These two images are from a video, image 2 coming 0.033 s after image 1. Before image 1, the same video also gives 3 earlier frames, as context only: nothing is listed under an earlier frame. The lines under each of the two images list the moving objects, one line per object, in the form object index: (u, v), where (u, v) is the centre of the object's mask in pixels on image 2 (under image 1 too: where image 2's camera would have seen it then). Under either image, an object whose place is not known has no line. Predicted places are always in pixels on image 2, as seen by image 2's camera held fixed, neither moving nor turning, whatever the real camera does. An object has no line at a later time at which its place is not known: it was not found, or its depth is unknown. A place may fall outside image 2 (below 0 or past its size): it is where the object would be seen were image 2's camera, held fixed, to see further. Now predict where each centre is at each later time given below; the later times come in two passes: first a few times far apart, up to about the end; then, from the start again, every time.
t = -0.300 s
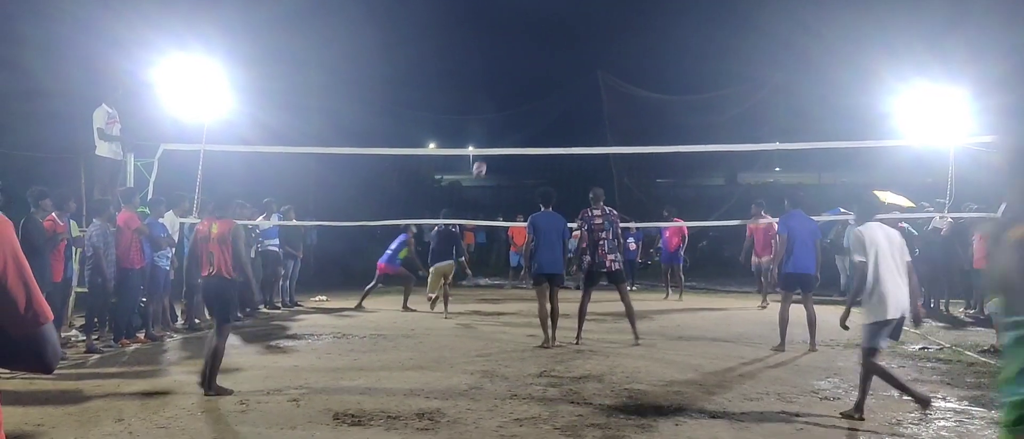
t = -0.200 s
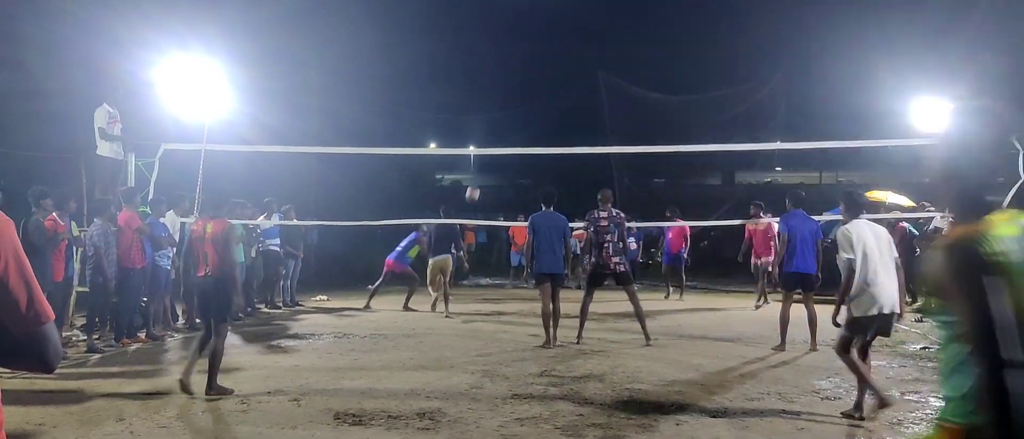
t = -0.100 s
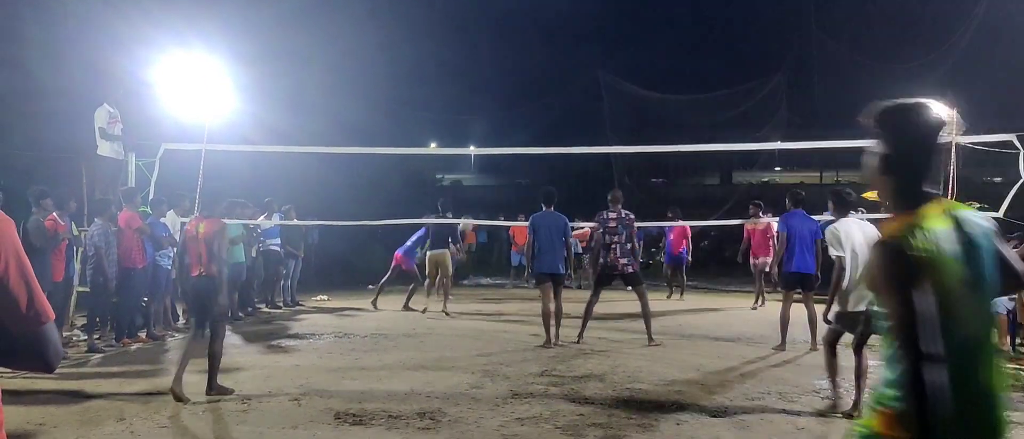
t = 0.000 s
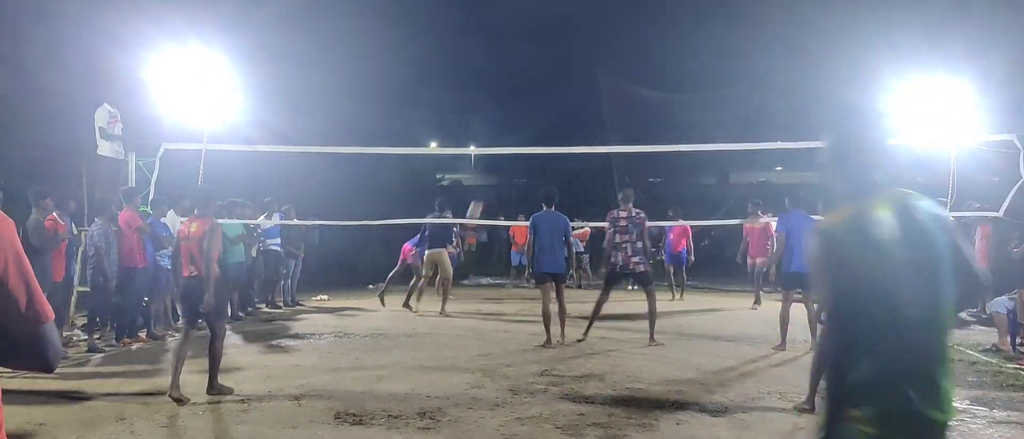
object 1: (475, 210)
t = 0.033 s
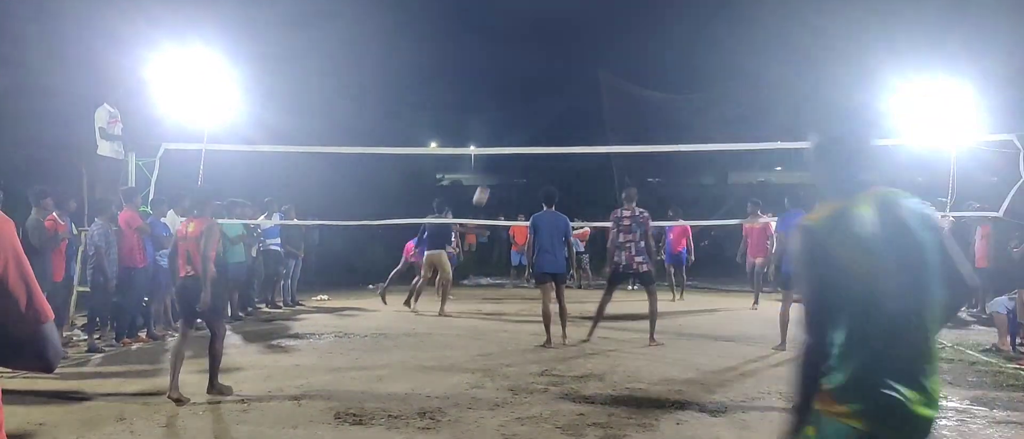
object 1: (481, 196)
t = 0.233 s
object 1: (518, 122)
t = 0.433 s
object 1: (556, 69)
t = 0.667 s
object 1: (601, 36)
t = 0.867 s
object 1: (642, 35)
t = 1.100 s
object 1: (692, 67)
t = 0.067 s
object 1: (487, 183)
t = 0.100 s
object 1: (493, 169)
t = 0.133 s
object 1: (499, 159)
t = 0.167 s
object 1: (507, 141)
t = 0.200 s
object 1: (512, 133)
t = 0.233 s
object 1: (518, 122)
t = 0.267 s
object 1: (524, 111)
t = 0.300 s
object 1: (531, 102)
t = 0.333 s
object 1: (537, 93)
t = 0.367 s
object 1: (543, 84)
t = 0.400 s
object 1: (550, 76)
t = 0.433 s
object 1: (556, 69)
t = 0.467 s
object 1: (563, 62)
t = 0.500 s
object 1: (569, 56)
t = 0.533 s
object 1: (575, 51)
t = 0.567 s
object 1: (582, 46)
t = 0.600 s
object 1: (588, 42)
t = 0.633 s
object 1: (595, 39)
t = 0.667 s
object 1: (601, 36)
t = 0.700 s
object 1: (608, 34)
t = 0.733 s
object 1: (614, 33)
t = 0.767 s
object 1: (621, 32)
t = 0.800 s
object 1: (628, 33)
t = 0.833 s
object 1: (635, 33)
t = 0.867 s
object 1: (642, 35)
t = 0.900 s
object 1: (649, 37)
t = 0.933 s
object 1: (656, 40)
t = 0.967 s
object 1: (663, 44)
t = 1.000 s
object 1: (670, 48)
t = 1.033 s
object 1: (676, 53)
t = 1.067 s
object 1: (685, 59)
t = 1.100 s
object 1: (692, 67)
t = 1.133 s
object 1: (699, 74)
